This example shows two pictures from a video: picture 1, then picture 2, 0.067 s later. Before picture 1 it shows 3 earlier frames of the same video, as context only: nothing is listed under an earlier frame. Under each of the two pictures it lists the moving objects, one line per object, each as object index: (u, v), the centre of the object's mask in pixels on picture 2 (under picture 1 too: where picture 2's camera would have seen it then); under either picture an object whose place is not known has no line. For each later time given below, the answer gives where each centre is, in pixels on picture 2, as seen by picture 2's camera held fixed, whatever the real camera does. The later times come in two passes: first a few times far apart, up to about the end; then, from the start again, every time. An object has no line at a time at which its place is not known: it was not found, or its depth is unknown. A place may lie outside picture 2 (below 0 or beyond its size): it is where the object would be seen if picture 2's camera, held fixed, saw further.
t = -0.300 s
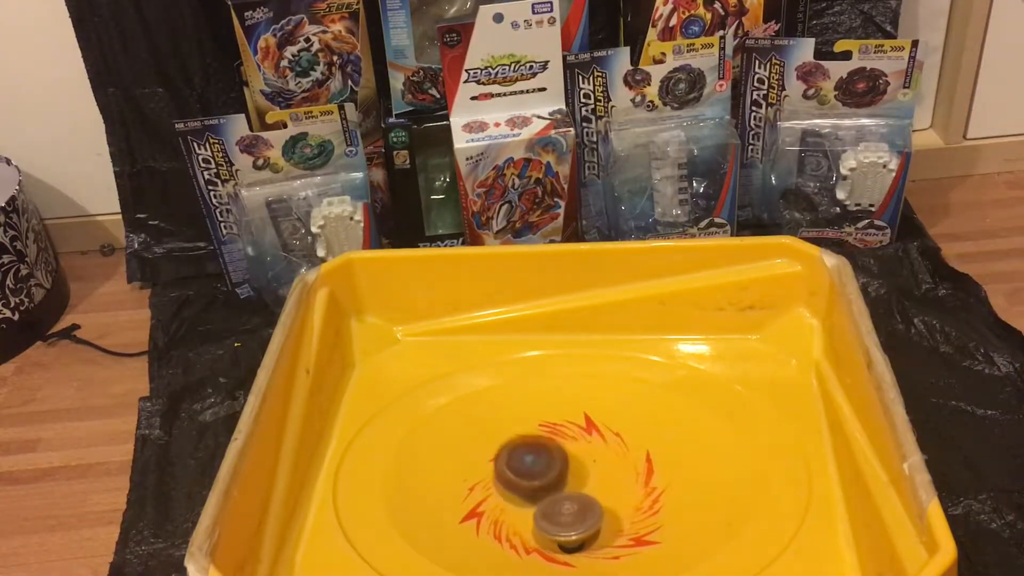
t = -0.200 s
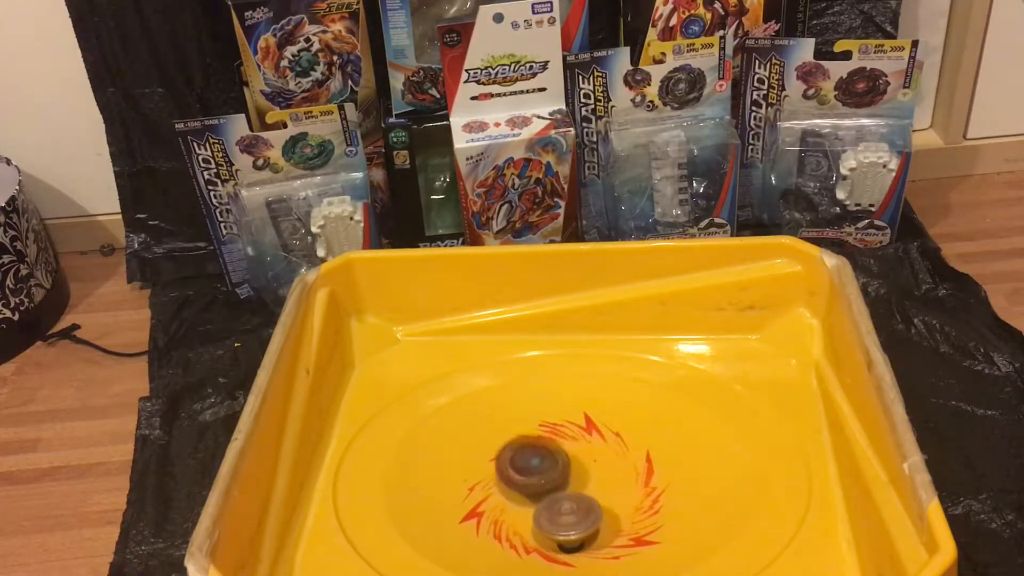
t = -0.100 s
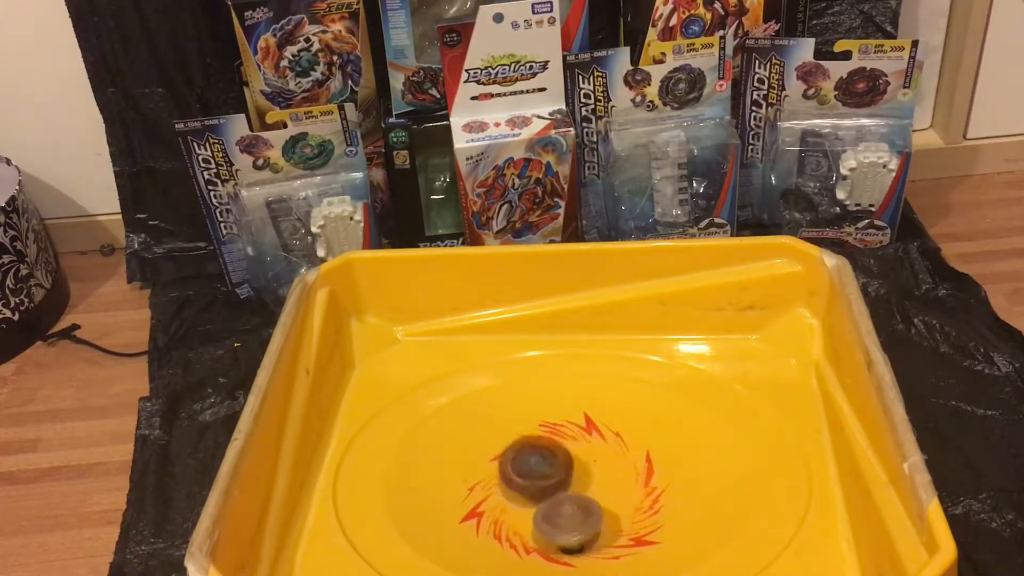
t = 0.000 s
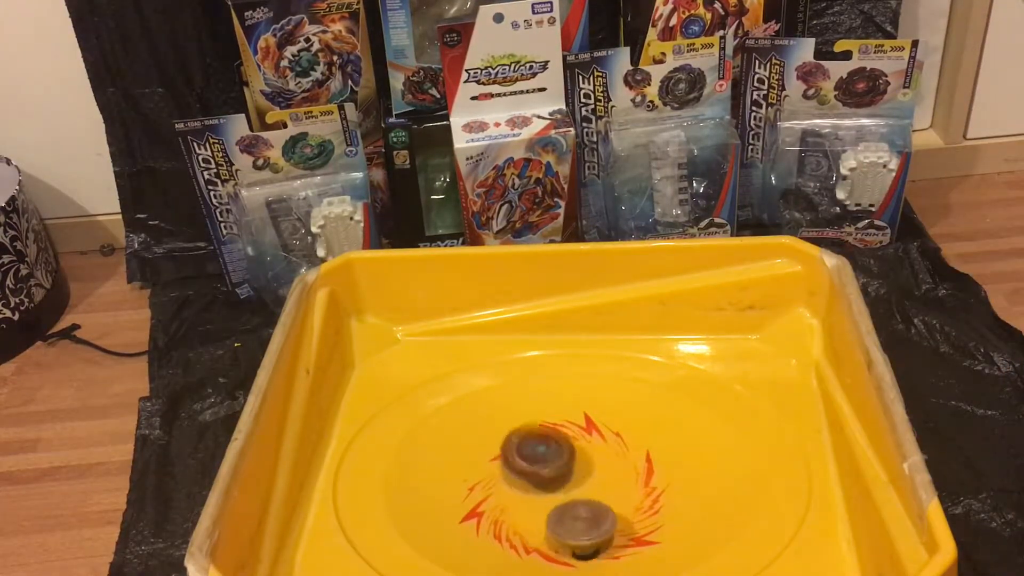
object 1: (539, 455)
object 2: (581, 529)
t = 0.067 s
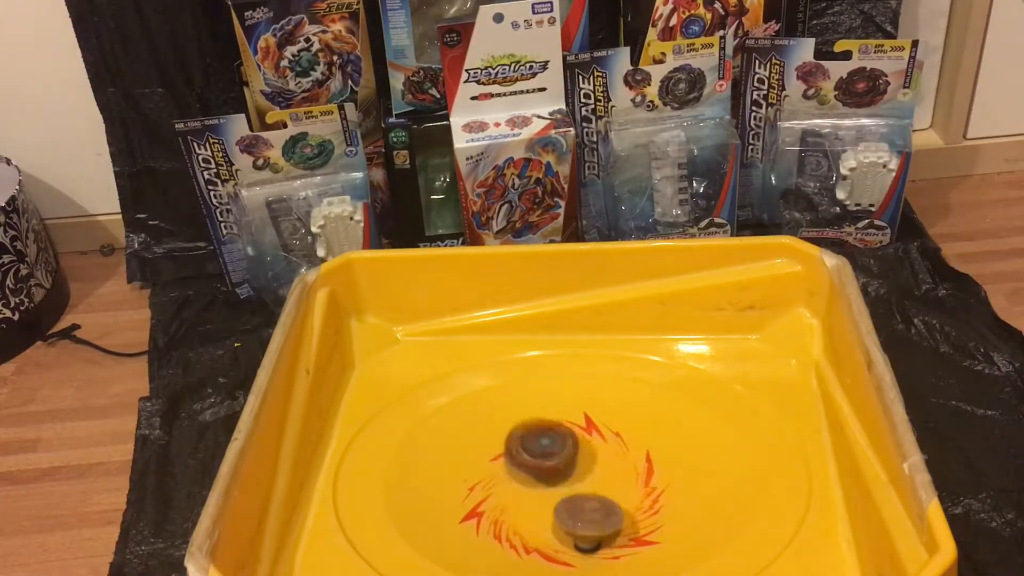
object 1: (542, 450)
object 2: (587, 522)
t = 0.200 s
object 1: (553, 442)
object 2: (573, 512)
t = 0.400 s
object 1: (577, 436)
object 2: (565, 516)
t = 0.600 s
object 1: (597, 444)
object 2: (572, 515)
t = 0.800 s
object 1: (603, 461)
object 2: (567, 515)
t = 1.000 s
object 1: (611, 464)
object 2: (569, 520)
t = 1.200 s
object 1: (609, 465)
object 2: (559, 518)
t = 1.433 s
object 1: (596, 465)
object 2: (558, 518)
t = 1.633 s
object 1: (579, 457)
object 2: (554, 518)
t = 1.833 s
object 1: (571, 447)
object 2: (551, 518)
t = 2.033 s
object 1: (566, 442)
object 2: (551, 518)
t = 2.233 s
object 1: (561, 443)
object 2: (550, 518)
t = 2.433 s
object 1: (555, 448)
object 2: (550, 518)
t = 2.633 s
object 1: (547, 456)
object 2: (550, 517)
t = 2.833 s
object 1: (544, 457)
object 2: (550, 518)
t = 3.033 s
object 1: (550, 456)
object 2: (546, 518)
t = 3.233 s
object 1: (562, 459)
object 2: (547, 518)
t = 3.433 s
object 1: (574, 464)
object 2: (544, 519)
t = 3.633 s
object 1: (576, 465)
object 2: (538, 521)
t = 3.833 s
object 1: (580, 461)
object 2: (536, 520)
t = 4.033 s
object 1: (572, 466)
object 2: (537, 518)
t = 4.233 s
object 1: (569, 465)
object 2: (536, 520)
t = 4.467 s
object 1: (571, 471)
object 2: (535, 520)
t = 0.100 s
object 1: (546, 447)
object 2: (587, 518)
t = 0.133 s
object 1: (547, 445)
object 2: (583, 514)
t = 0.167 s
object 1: (551, 443)
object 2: (577, 513)
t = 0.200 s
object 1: (553, 442)
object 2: (573, 512)
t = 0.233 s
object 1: (558, 438)
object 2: (569, 512)
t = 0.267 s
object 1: (561, 438)
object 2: (566, 513)
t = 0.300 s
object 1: (564, 436)
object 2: (565, 513)
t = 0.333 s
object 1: (569, 436)
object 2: (565, 514)
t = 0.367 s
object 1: (572, 435)
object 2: (564, 515)
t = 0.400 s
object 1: (577, 436)
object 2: (565, 516)
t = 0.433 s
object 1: (580, 436)
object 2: (566, 517)
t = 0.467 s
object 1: (585, 437)
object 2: (570, 516)
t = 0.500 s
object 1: (587, 438)
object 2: (572, 515)
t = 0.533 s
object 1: (591, 441)
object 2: (573, 515)
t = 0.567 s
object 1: (593, 444)
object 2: (573, 515)
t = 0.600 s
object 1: (597, 444)
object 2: (572, 515)
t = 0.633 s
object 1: (599, 448)
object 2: (570, 514)
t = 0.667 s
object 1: (601, 449)
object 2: (569, 514)
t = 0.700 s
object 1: (603, 453)
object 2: (568, 514)
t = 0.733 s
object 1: (603, 455)
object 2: (568, 514)
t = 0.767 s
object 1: (604, 458)
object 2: (568, 515)
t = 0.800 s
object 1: (603, 461)
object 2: (567, 515)
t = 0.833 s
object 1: (604, 463)
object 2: (567, 516)
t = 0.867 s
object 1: (604, 465)
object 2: (565, 517)
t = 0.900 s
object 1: (605, 465)
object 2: (565, 518)
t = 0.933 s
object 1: (607, 465)
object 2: (565, 521)
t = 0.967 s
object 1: (608, 464)
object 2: (567, 521)
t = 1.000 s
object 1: (611, 464)
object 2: (569, 520)
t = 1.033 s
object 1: (610, 464)
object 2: (571, 521)
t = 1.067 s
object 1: (611, 463)
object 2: (570, 520)
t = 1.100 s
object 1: (612, 464)
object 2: (569, 519)
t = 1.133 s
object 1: (610, 464)
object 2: (565, 519)
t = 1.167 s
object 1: (612, 464)
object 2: (563, 518)
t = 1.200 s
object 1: (609, 465)
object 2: (559, 518)
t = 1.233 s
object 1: (609, 464)
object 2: (557, 518)
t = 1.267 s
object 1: (608, 465)
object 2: (558, 518)
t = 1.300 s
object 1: (605, 465)
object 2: (559, 518)
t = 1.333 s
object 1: (605, 465)
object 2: (559, 518)
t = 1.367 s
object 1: (600, 465)
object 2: (559, 518)
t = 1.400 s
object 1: (598, 464)
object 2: (558, 518)
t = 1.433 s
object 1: (596, 465)
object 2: (558, 518)
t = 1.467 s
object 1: (592, 464)
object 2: (557, 518)
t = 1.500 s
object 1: (590, 463)
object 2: (557, 517)
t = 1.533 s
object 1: (587, 462)
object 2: (555, 518)
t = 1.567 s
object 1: (583, 459)
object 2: (553, 518)
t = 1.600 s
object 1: (583, 459)
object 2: (554, 517)
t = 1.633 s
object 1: (579, 457)
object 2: (554, 518)
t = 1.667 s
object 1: (579, 455)
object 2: (552, 518)
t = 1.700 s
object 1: (577, 455)
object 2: (552, 517)
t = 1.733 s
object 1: (574, 454)
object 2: (552, 518)
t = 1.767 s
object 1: (573, 452)
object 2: (551, 518)
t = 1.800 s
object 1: (572, 449)
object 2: (551, 518)
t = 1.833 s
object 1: (571, 447)
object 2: (551, 518)
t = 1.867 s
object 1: (570, 448)
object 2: (551, 518)
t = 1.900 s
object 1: (567, 446)
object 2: (551, 518)
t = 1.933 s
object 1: (567, 442)
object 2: (551, 518)
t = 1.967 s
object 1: (567, 444)
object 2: (551, 518)
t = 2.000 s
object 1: (565, 442)
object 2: (551, 518)
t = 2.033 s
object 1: (566, 442)
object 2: (551, 518)
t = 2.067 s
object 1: (564, 442)
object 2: (550, 517)
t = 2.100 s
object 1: (563, 438)
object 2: (550, 518)
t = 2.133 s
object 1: (564, 442)
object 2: (550, 518)
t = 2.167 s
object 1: (561, 442)
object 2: (550, 518)
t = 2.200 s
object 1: (562, 439)
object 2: (550, 518)
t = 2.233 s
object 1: (561, 443)
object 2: (550, 518)
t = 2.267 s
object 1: (558, 440)
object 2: (550, 516)
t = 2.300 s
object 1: (560, 440)
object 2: (551, 518)
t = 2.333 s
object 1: (558, 444)
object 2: (550, 518)
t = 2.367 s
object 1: (556, 443)
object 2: (550, 517)
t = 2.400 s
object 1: (557, 447)
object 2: (551, 517)
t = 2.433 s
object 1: (555, 448)
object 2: (550, 518)
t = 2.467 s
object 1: (554, 446)
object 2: (550, 518)
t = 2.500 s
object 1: (553, 451)
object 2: (550, 518)
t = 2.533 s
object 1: (552, 452)
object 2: (550, 518)
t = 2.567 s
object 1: (552, 453)
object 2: (550, 518)
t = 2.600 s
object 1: (549, 455)
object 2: (550, 517)
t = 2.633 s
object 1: (547, 456)
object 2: (550, 517)
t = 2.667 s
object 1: (548, 457)
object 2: (550, 517)
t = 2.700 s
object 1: (546, 457)
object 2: (548, 518)
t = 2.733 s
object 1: (545, 457)
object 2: (548, 518)
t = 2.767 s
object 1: (546, 458)
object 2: (549, 518)
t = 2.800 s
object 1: (544, 458)
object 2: (549, 517)
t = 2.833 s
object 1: (544, 457)
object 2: (550, 518)
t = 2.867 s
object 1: (546, 458)
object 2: (550, 518)
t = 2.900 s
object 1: (545, 459)
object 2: (548, 517)
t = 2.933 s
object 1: (547, 457)
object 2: (547, 518)
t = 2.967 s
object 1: (549, 457)
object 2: (547, 519)
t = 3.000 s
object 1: (548, 458)
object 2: (547, 519)
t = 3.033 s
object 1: (550, 456)
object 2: (546, 518)
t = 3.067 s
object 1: (553, 457)
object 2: (546, 518)
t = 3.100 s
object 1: (552, 457)
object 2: (547, 519)
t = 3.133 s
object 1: (555, 456)
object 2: (546, 518)
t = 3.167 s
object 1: (559, 457)
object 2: (546, 518)
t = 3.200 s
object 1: (560, 459)
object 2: (547, 519)
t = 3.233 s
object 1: (562, 459)
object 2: (547, 518)
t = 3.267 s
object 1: (565, 460)
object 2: (546, 518)
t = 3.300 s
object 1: (568, 460)
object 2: (543, 519)
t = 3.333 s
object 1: (572, 460)
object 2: (543, 520)
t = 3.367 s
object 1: (577, 461)
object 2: (544, 519)
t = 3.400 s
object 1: (577, 464)
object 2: (545, 519)
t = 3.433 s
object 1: (574, 464)
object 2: (544, 519)
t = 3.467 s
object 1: (575, 465)
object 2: (542, 519)
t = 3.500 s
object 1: (575, 466)
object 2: (538, 520)
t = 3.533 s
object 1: (573, 468)
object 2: (538, 520)
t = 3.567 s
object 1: (575, 466)
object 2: (539, 521)
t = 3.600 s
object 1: (576, 465)
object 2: (540, 520)
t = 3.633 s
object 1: (576, 465)
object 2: (538, 521)
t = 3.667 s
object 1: (575, 463)
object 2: (536, 520)
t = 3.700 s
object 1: (579, 463)
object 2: (534, 519)
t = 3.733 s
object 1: (579, 461)
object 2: (534, 518)
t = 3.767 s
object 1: (580, 462)
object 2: (534, 518)
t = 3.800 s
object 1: (581, 462)
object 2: (535, 519)
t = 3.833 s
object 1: (580, 461)
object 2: (536, 520)
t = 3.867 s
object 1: (579, 464)
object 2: (536, 520)
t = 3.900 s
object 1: (577, 465)
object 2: (536, 521)
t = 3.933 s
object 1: (575, 465)
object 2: (536, 520)
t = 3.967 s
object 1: (574, 466)
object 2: (537, 519)
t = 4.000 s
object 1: (573, 466)
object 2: (538, 519)
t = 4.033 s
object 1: (572, 466)
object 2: (537, 518)
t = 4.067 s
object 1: (572, 466)
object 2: (537, 519)
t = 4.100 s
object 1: (572, 465)
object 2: (536, 520)
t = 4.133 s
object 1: (571, 465)
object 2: (536, 520)
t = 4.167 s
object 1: (570, 465)
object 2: (536, 520)
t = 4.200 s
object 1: (569, 465)
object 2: (537, 520)
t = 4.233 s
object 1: (569, 465)
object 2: (536, 520)
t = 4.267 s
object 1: (570, 467)
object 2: (536, 520)
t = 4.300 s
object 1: (571, 467)
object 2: (537, 519)
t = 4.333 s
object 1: (572, 468)
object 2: (537, 519)
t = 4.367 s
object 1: (571, 470)
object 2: (537, 520)
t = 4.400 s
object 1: (571, 470)
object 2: (536, 520)
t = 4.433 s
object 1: (570, 471)
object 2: (536, 520)
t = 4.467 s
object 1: (571, 471)
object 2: (535, 520)
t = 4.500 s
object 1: (571, 471)
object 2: (532, 520)
